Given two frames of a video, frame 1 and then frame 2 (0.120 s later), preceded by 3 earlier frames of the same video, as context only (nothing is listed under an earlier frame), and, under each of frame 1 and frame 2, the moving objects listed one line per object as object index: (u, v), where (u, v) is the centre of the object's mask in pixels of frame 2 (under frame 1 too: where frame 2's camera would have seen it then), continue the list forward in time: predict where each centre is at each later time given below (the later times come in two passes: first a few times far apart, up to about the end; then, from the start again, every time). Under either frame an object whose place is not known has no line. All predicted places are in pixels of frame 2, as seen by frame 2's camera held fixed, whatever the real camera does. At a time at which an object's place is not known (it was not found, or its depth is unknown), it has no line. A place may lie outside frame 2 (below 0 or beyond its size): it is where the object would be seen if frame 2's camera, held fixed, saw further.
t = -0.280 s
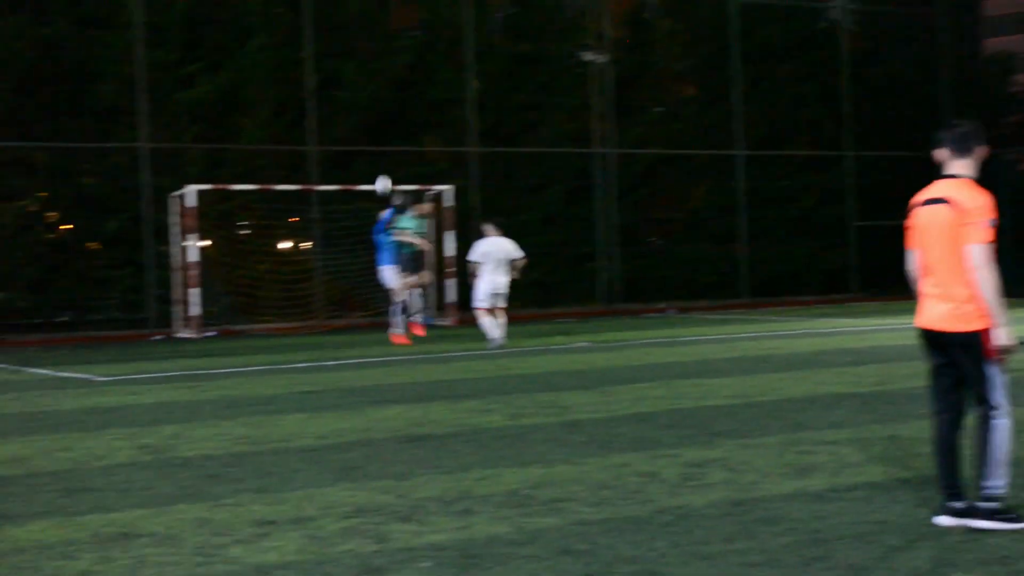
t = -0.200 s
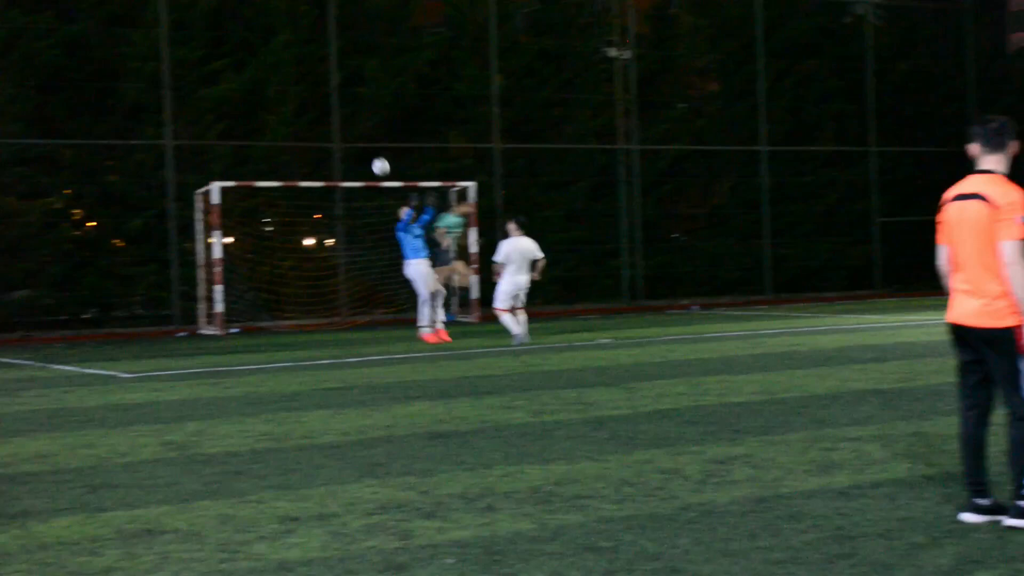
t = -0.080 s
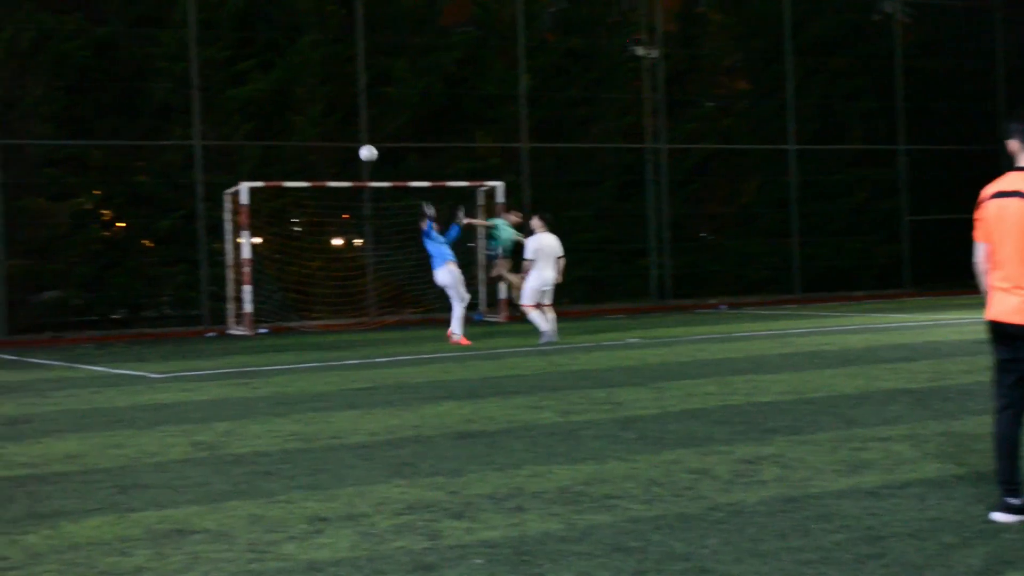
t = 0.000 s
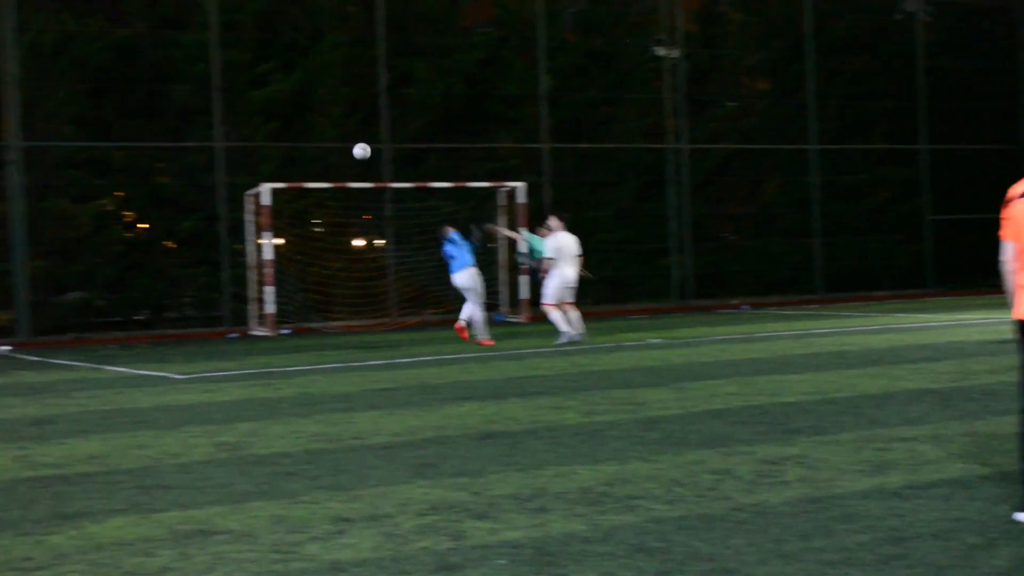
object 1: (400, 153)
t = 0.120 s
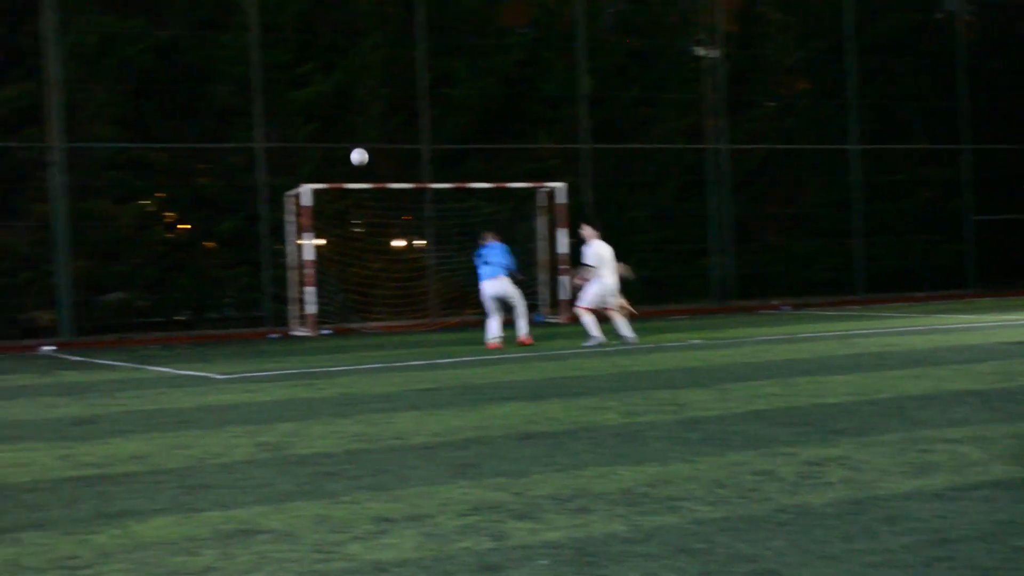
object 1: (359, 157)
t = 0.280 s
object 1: (302, 180)
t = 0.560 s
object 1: (200, 281)
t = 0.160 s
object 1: (345, 161)
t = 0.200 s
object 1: (331, 167)
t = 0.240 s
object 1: (317, 173)
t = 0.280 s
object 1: (302, 180)
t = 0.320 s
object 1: (288, 191)
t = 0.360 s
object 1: (274, 202)
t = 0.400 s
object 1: (260, 215)
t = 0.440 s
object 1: (245, 229)
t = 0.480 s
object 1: (230, 245)
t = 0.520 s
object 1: (214, 262)
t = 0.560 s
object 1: (200, 281)
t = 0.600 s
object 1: (184, 302)
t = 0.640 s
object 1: (168, 323)
